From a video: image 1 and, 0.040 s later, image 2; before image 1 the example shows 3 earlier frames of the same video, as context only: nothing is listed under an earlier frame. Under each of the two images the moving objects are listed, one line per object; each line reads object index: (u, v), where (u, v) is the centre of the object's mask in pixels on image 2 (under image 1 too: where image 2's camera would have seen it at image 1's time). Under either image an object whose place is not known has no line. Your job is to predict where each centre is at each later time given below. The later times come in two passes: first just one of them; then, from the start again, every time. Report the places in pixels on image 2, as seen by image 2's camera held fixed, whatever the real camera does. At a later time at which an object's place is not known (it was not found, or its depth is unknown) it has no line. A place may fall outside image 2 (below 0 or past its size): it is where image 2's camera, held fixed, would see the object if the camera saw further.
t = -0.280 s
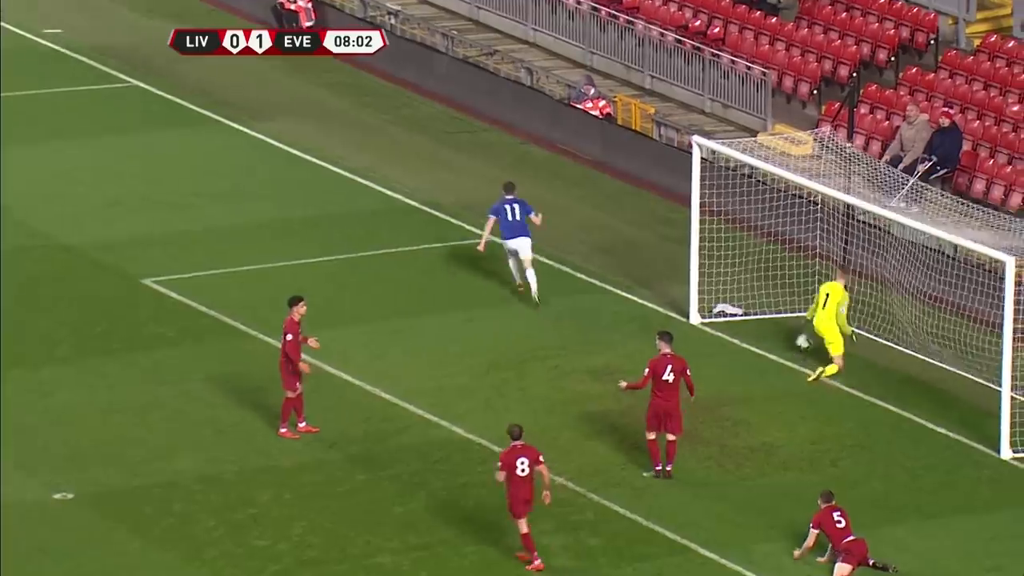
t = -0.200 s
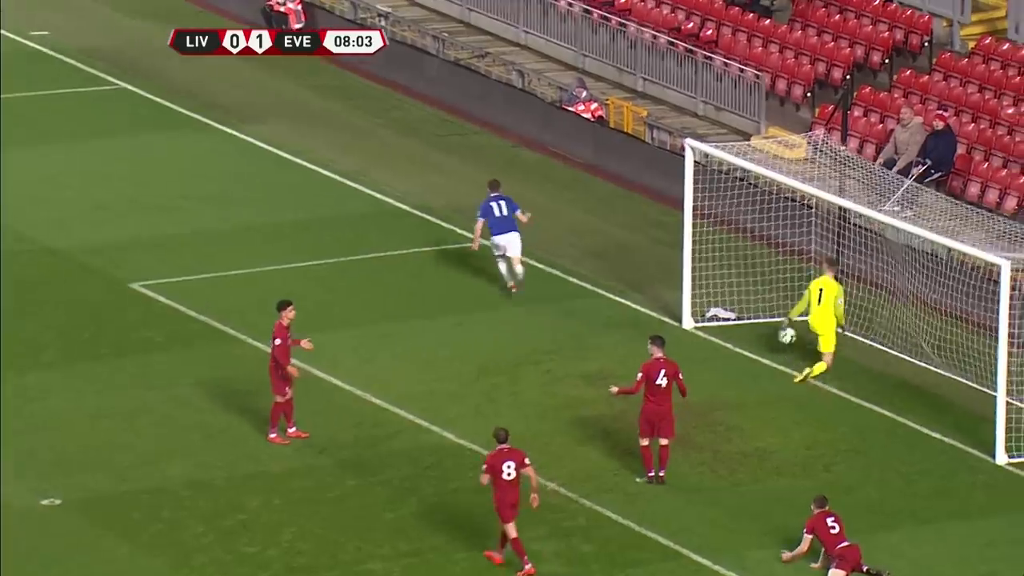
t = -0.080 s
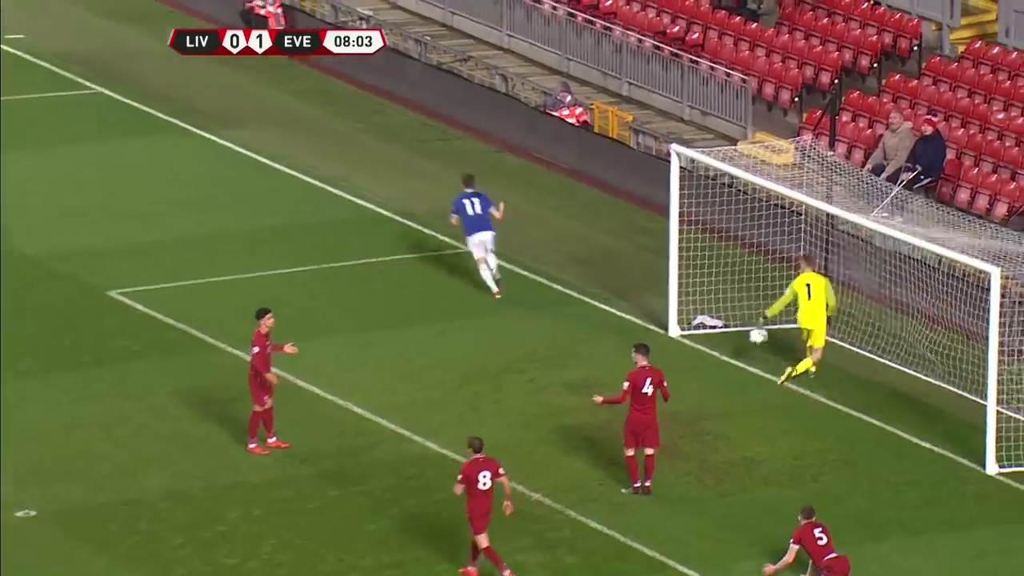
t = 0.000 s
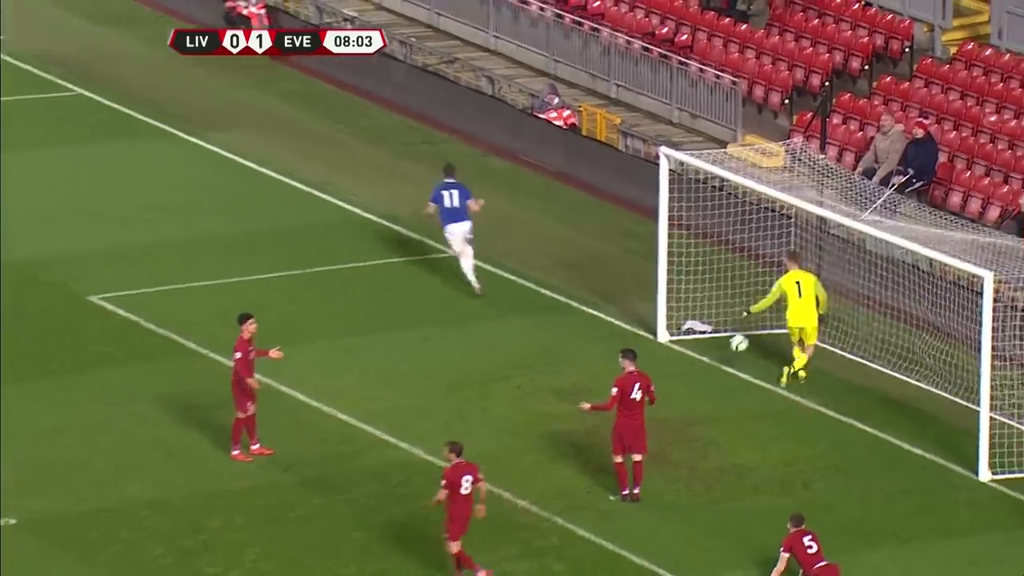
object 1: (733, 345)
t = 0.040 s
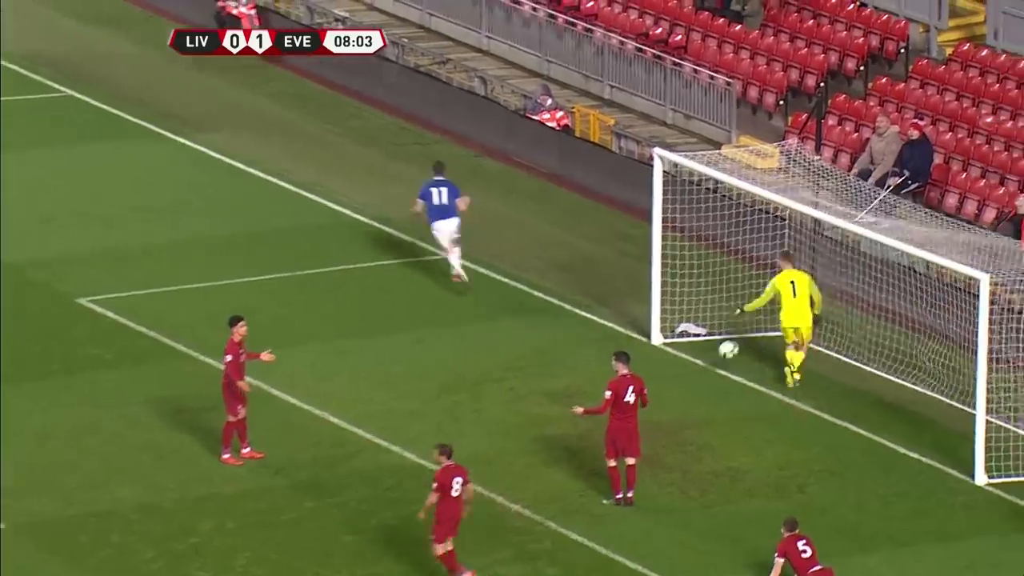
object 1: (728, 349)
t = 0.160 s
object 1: (714, 365)
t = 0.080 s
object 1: (724, 354)
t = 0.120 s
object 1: (719, 359)
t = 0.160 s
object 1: (714, 365)
